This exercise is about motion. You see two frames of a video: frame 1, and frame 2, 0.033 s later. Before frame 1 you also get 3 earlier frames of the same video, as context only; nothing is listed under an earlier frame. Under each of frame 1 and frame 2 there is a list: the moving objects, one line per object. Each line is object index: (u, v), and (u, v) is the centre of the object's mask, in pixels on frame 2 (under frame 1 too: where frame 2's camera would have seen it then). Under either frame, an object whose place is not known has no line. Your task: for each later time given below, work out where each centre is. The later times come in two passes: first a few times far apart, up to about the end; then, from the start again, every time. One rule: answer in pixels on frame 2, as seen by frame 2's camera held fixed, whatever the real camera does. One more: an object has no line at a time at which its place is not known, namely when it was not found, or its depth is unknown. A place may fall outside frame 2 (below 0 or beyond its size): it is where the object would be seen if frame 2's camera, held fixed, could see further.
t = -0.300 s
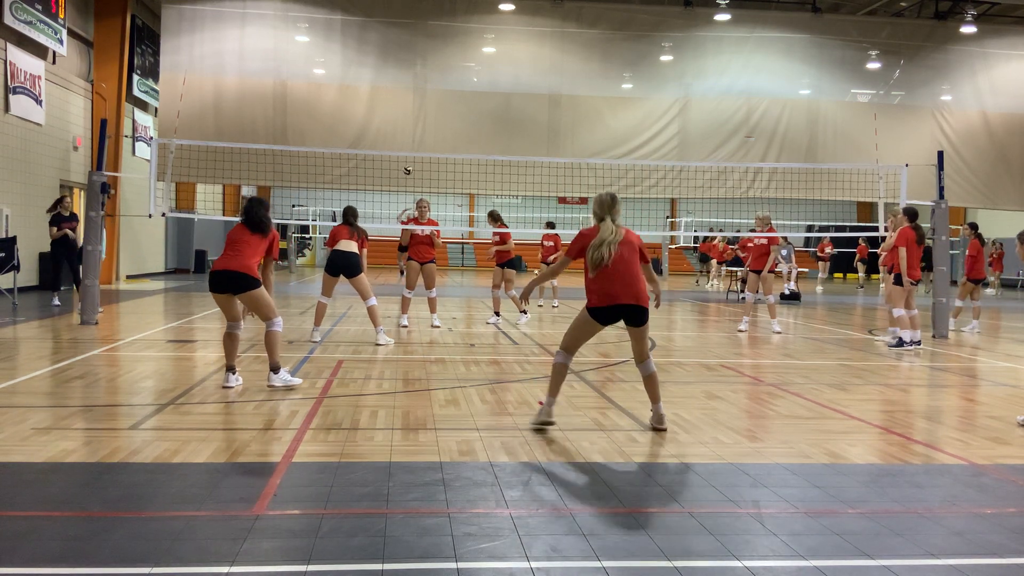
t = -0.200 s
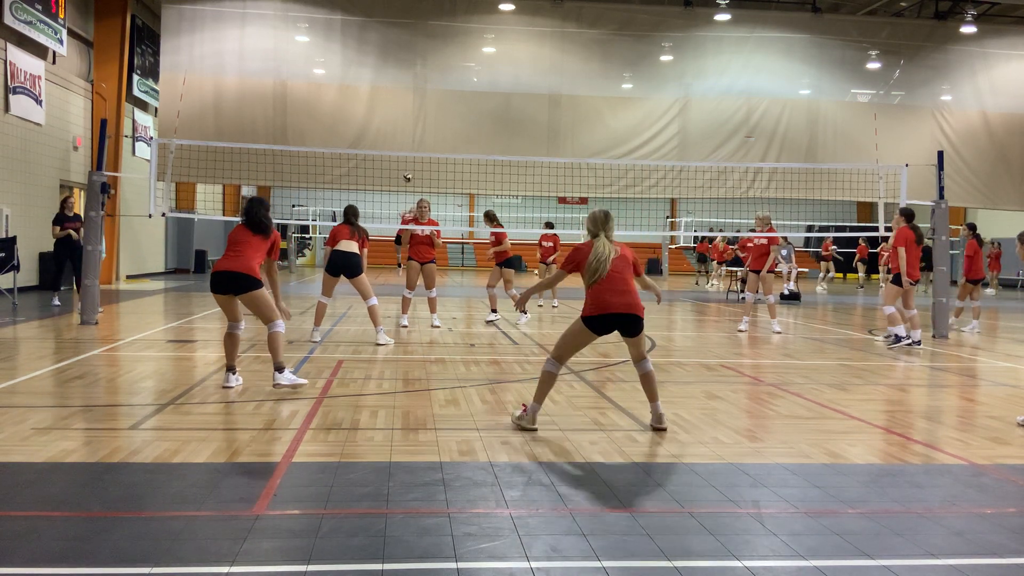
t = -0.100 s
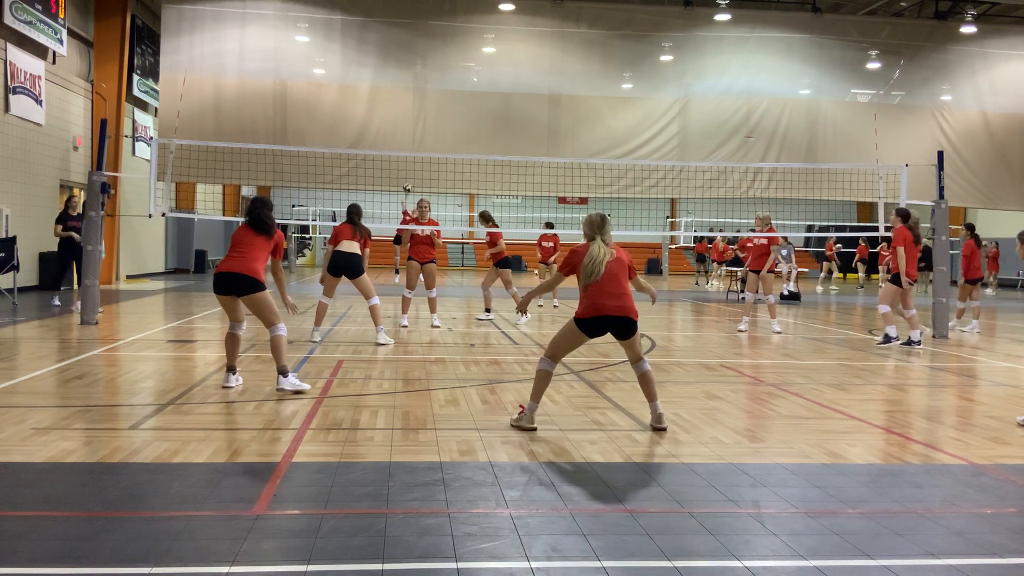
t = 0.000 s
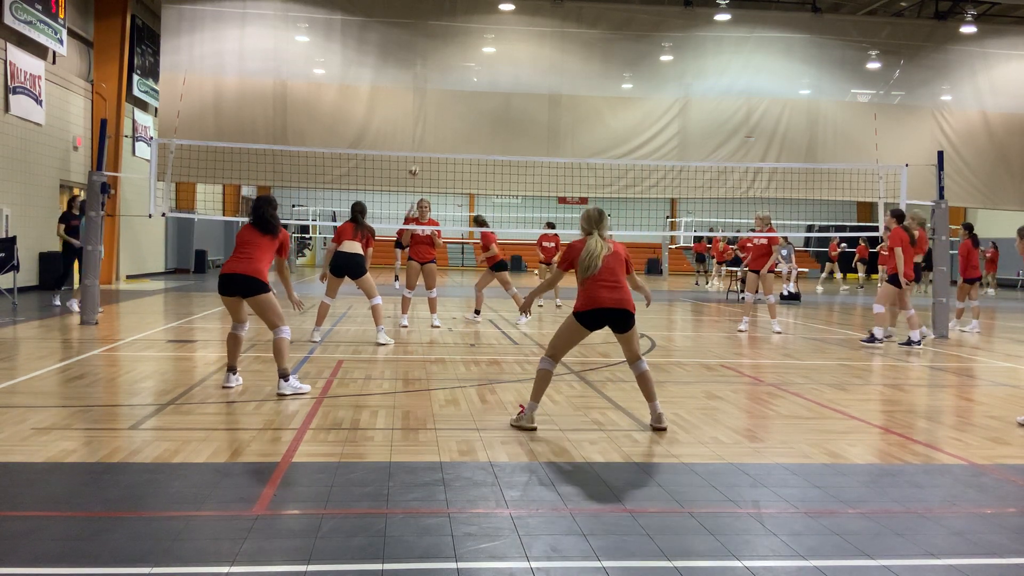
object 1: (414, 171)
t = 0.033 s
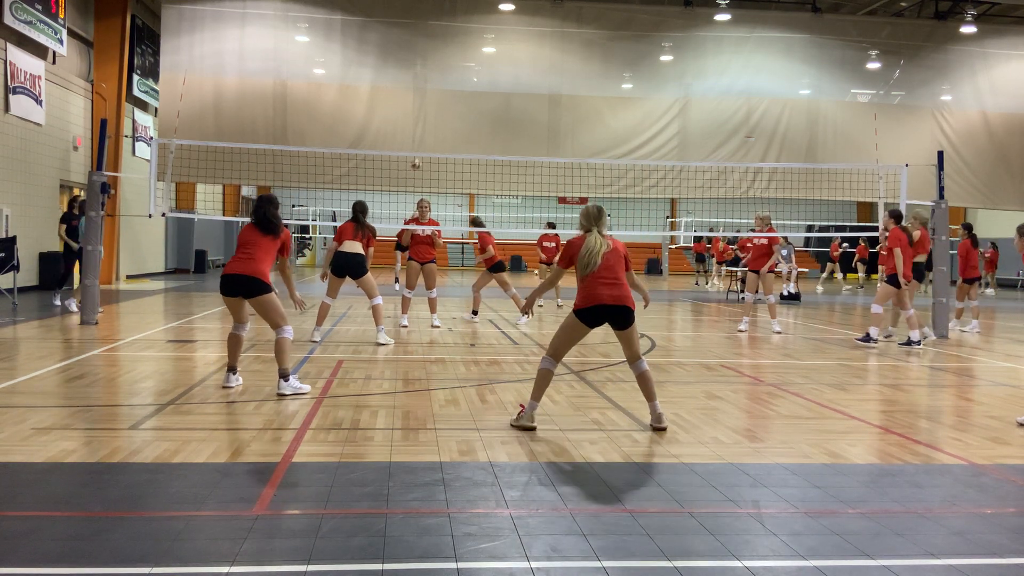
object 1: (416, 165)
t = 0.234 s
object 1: (436, 130)
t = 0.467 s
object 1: (477, 112)
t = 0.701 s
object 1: (546, 136)
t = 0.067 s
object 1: (418, 159)
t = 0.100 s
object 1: (421, 149)
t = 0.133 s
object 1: (424, 146)
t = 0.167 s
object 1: (428, 140)
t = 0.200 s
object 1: (432, 135)
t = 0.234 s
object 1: (436, 130)
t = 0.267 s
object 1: (441, 126)
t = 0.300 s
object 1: (446, 122)
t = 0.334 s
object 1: (451, 118)
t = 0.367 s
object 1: (457, 116)
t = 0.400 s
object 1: (463, 113)
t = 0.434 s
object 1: (470, 112)
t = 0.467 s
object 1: (477, 112)
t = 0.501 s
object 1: (485, 112)
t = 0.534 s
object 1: (494, 113)
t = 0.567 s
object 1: (503, 115)
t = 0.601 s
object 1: (513, 119)
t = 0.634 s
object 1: (524, 123)
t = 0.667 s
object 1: (535, 130)
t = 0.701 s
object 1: (546, 136)
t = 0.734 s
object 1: (559, 145)
